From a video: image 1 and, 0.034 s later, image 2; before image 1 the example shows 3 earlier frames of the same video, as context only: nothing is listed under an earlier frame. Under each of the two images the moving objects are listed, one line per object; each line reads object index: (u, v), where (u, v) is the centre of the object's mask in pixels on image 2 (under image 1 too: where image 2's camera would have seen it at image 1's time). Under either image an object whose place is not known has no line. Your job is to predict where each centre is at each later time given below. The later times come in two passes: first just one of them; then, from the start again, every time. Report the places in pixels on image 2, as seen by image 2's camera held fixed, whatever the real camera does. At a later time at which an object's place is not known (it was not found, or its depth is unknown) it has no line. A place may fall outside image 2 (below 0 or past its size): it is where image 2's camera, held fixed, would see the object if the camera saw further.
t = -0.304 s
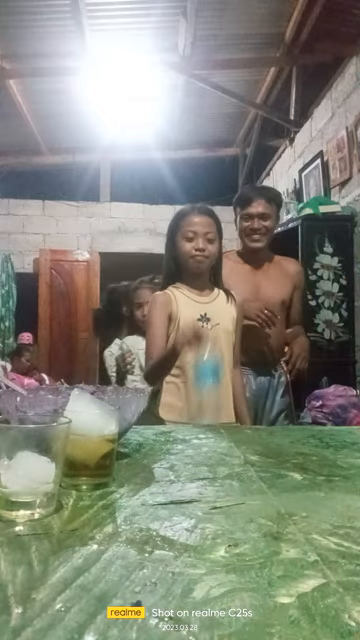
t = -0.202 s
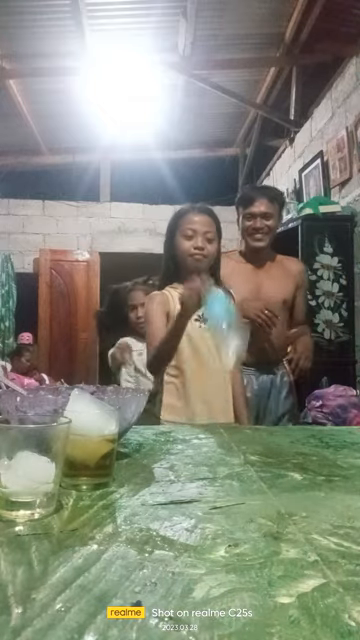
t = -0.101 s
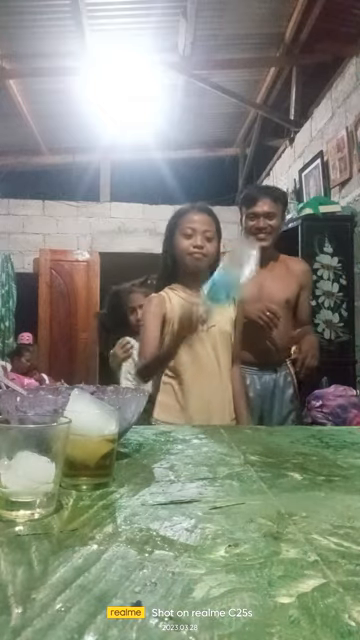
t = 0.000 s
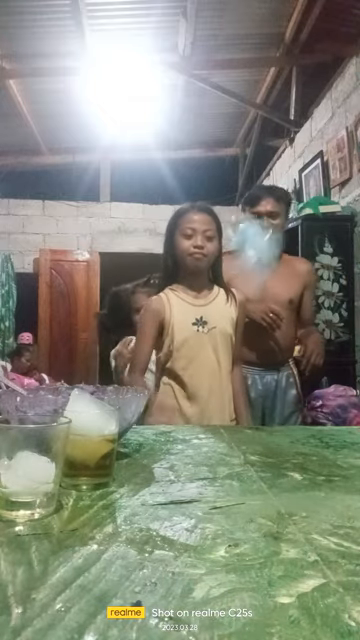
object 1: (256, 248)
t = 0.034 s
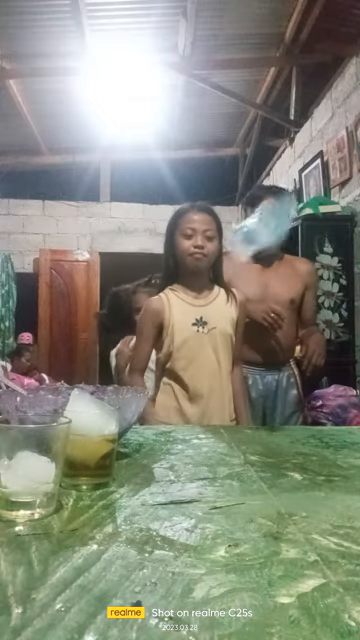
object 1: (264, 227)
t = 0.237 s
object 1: (266, 370)
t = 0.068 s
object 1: (263, 228)
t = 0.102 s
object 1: (262, 240)
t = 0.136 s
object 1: (262, 258)
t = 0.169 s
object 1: (262, 292)
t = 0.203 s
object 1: (266, 319)
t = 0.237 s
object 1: (266, 370)
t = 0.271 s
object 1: (268, 387)
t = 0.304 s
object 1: (269, 388)
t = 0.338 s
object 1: (269, 390)
